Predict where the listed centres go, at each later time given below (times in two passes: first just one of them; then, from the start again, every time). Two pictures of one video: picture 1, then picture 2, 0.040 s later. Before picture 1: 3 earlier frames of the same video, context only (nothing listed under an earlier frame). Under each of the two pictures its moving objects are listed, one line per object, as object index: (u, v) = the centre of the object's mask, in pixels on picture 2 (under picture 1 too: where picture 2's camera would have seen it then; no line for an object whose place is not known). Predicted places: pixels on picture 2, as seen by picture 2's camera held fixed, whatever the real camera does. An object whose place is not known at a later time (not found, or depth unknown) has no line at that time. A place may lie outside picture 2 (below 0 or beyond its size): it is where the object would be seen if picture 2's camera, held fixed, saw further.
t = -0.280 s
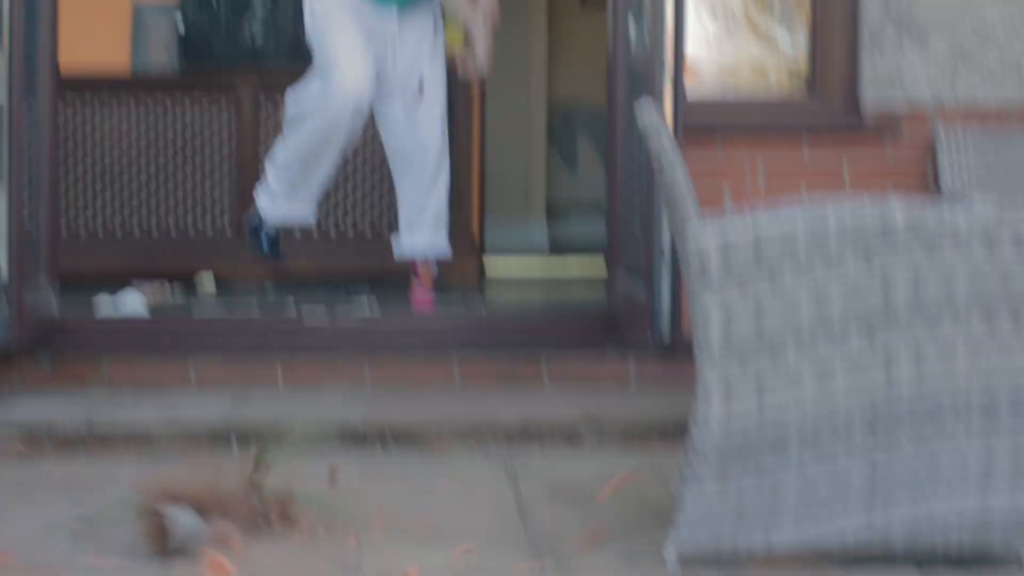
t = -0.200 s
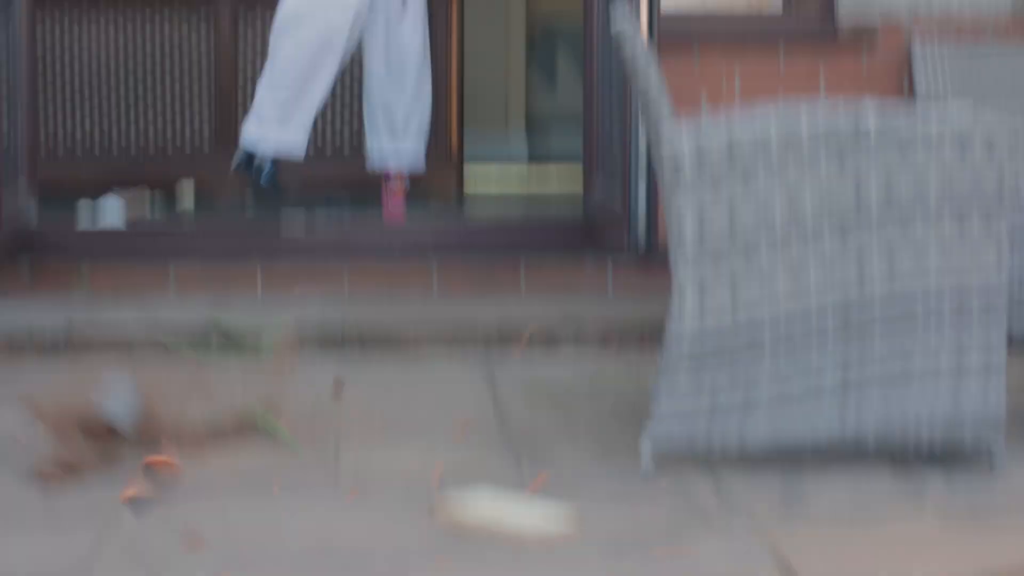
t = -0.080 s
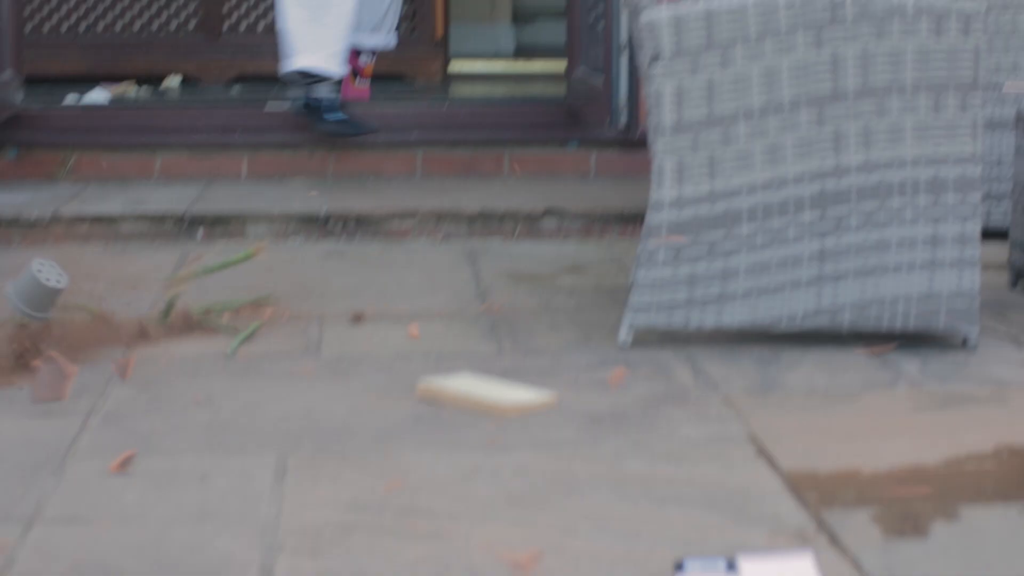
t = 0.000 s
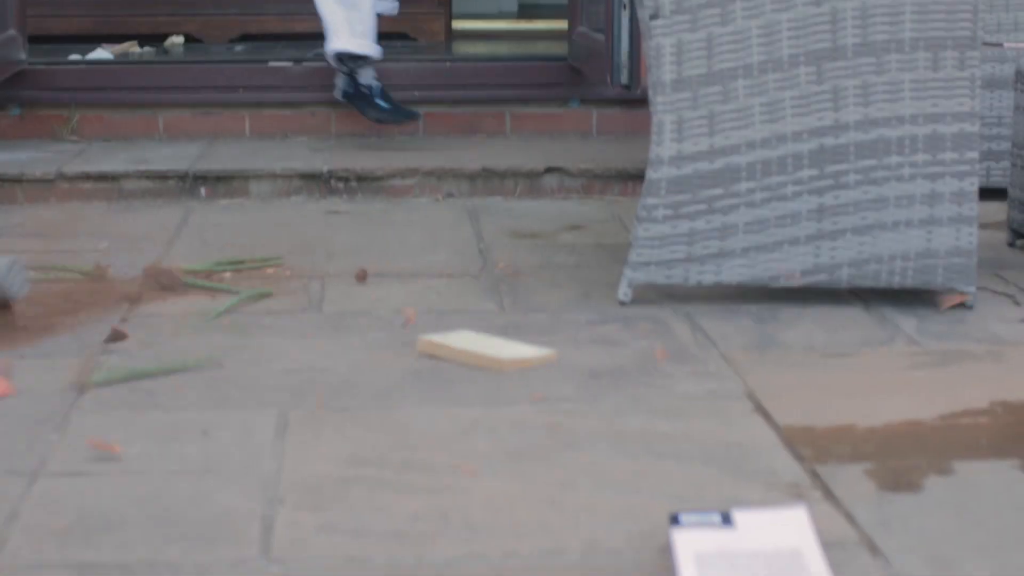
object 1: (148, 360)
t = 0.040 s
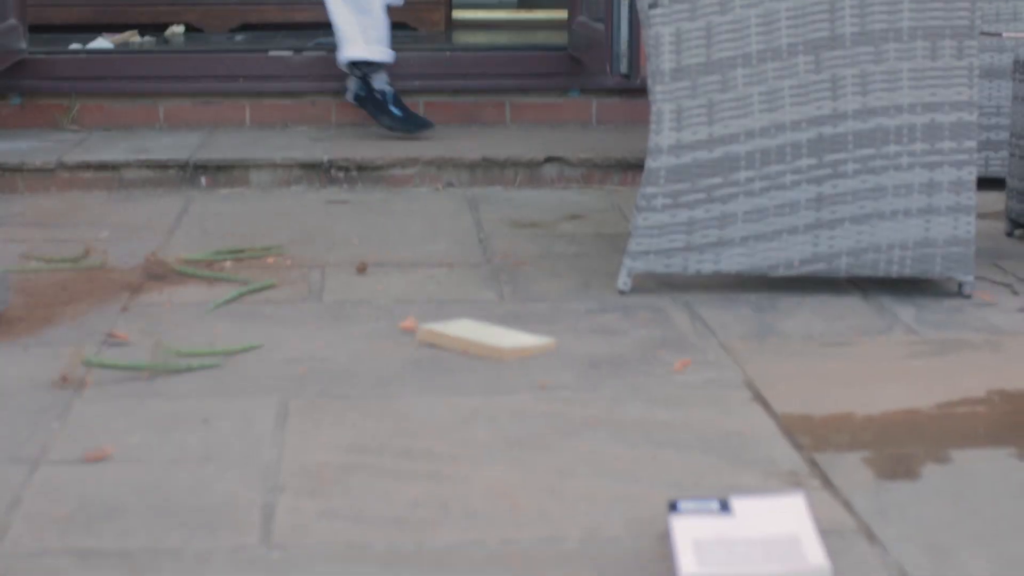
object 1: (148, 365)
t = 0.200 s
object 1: (158, 388)
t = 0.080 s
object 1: (165, 370)
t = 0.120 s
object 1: (144, 379)
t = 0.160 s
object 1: (146, 388)
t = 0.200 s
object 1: (158, 388)
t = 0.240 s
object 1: (169, 392)
